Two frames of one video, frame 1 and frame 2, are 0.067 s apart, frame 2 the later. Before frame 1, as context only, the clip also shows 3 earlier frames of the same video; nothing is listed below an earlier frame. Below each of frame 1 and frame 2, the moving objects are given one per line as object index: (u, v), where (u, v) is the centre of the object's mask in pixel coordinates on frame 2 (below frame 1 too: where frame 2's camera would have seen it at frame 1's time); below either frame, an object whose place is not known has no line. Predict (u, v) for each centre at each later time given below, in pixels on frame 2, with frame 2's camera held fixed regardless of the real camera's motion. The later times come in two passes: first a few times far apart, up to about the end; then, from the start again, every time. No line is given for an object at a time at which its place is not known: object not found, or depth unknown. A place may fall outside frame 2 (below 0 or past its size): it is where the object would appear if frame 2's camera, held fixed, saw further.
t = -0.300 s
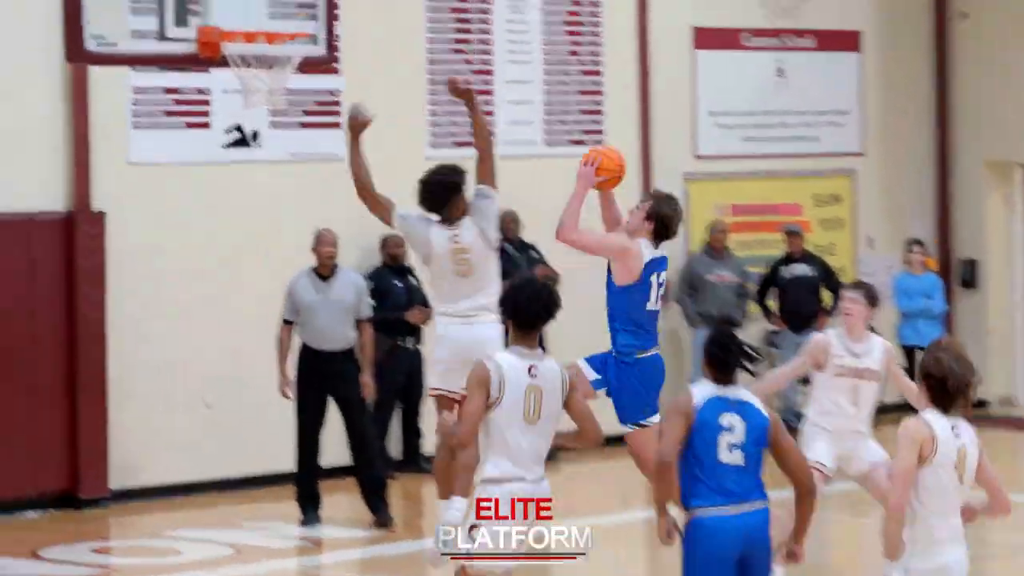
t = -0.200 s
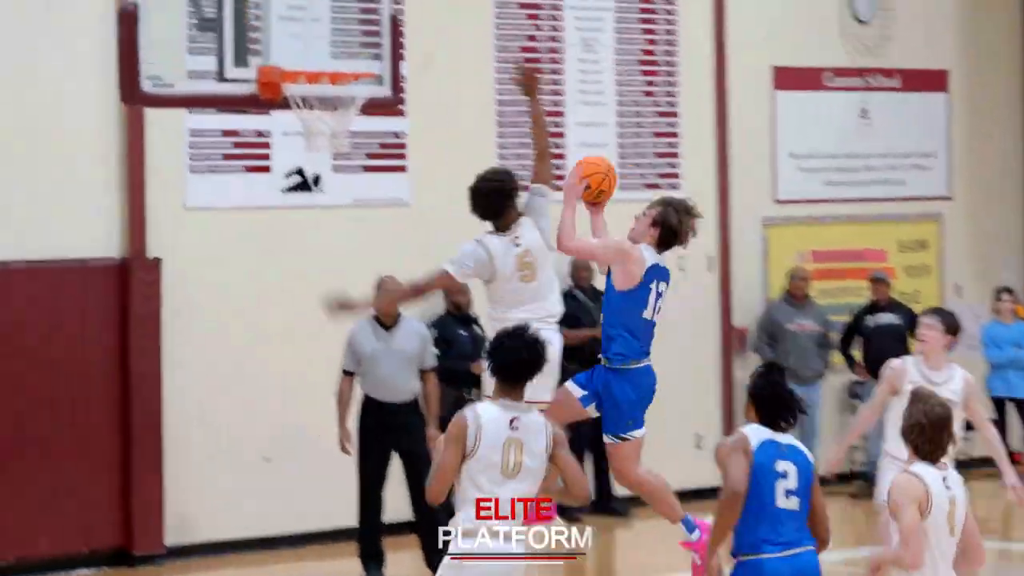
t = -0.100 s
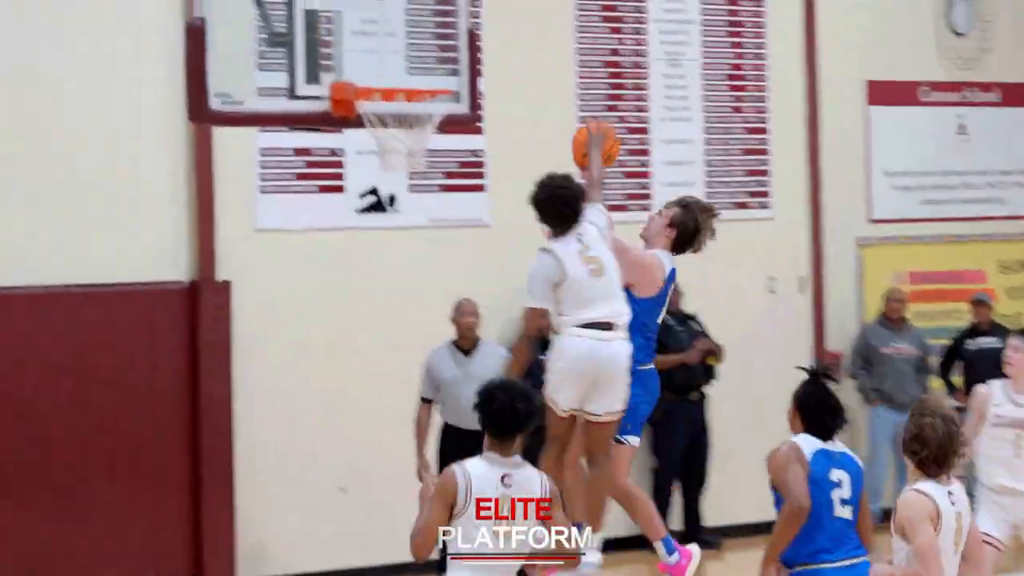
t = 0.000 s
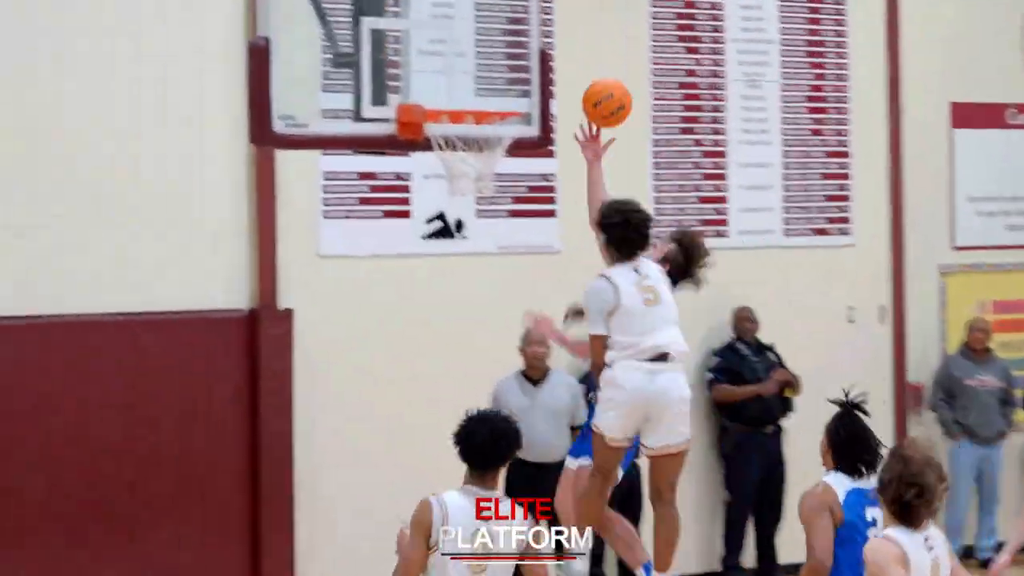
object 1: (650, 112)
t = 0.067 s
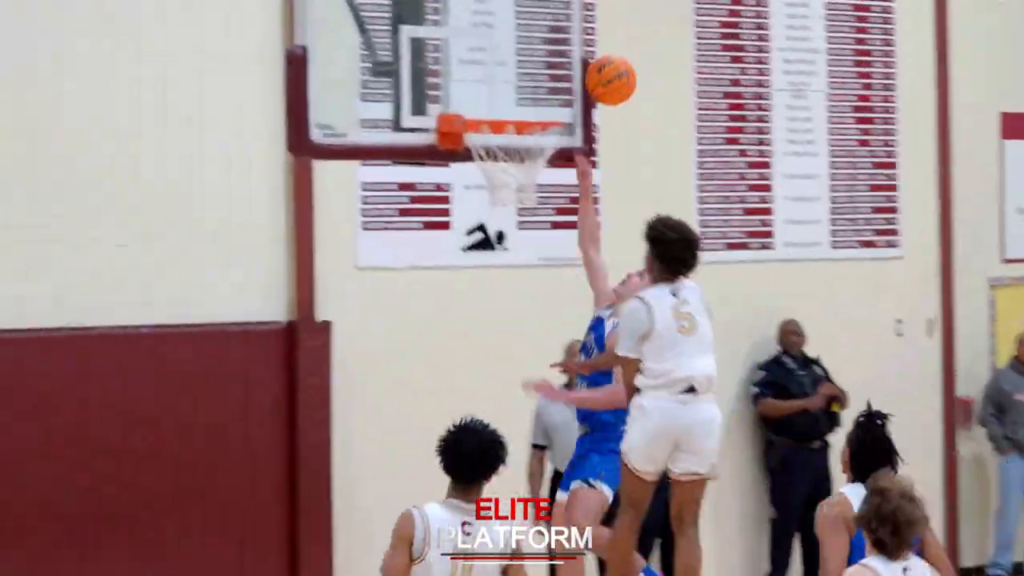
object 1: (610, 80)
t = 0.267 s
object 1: (577, 42)
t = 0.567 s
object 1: (602, 108)
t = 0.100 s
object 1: (591, 67)
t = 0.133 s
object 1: (577, 56)
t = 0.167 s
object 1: (577, 49)
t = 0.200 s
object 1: (577, 44)
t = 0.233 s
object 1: (578, 42)
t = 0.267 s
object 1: (577, 42)
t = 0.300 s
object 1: (577, 43)
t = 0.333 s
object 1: (578, 48)
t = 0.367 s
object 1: (579, 55)
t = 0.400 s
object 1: (579, 64)
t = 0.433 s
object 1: (580, 75)
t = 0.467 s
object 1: (580, 89)
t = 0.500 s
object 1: (582, 105)
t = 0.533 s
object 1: (591, 105)
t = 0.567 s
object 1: (602, 108)
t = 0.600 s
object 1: (613, 112)
